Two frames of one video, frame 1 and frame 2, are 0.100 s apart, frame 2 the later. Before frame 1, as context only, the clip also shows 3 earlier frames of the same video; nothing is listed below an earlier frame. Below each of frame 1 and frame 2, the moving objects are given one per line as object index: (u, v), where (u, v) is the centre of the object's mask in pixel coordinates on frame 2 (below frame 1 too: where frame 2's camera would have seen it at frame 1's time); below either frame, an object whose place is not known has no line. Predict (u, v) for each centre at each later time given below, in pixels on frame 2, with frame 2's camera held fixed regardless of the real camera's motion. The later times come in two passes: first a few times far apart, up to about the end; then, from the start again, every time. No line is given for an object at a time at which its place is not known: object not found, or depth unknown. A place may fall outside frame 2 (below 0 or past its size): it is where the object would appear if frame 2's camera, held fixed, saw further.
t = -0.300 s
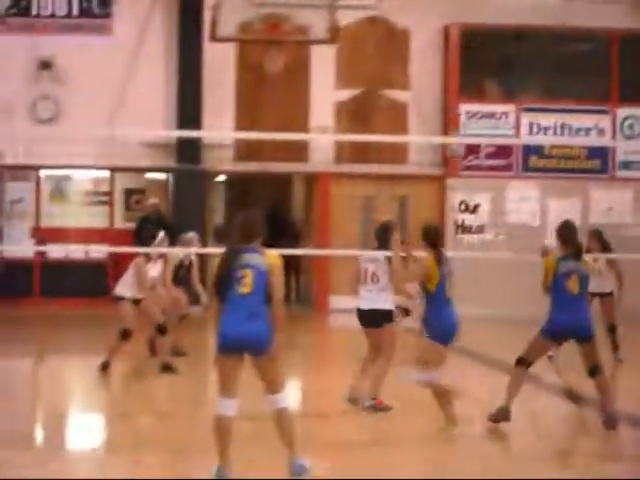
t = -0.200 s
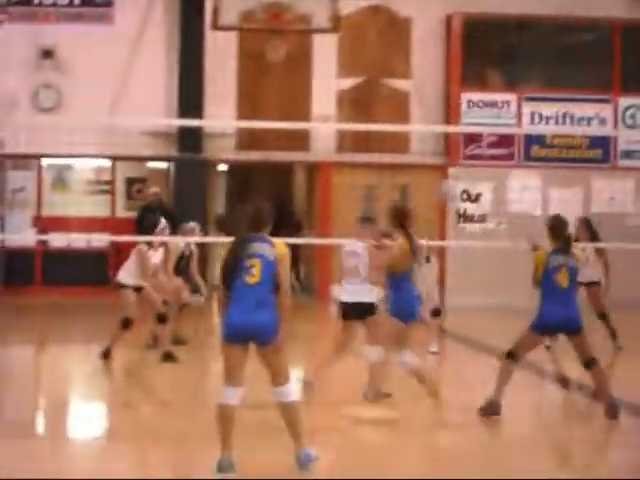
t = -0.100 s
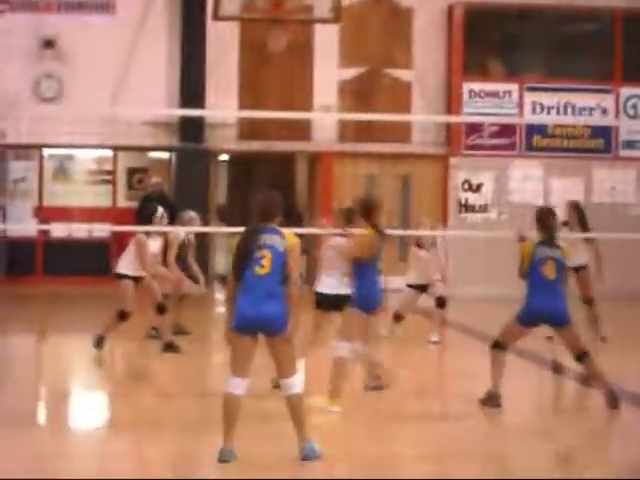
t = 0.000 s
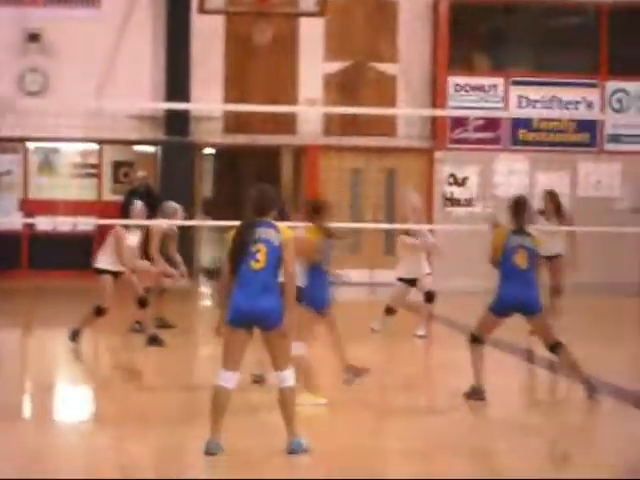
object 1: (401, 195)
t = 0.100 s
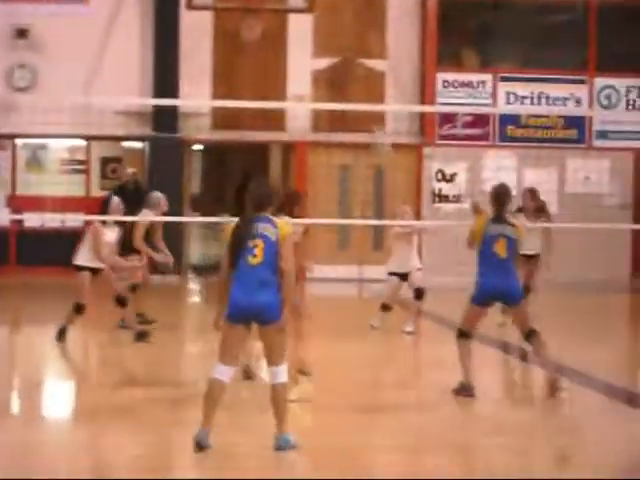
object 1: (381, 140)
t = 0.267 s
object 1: (347, 69)
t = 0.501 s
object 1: (300, 12)
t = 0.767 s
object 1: (249, 7)
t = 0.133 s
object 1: (377, 123)
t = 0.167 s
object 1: (365, 100)
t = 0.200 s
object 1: (360, 92)
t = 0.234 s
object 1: (353, 81)
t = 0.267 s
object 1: (347, 69)
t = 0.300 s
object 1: (342, 58)
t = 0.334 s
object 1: (335, 48)
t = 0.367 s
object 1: (328, 40)
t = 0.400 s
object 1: (322, 32)
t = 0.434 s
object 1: (315, 24)
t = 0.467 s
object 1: (307, 19)
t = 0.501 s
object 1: (300, 12)
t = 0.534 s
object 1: (296, 8)
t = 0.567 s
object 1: (290, 6)
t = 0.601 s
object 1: (282, 4)
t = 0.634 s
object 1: (275, 2)
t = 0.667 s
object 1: (267, 0)
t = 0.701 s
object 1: (262, 3)
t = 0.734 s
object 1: (255, 5)
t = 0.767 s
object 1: (249, 7)
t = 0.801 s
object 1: (241, 12)
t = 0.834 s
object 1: (235, 18)
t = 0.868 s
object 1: (228, 23)
